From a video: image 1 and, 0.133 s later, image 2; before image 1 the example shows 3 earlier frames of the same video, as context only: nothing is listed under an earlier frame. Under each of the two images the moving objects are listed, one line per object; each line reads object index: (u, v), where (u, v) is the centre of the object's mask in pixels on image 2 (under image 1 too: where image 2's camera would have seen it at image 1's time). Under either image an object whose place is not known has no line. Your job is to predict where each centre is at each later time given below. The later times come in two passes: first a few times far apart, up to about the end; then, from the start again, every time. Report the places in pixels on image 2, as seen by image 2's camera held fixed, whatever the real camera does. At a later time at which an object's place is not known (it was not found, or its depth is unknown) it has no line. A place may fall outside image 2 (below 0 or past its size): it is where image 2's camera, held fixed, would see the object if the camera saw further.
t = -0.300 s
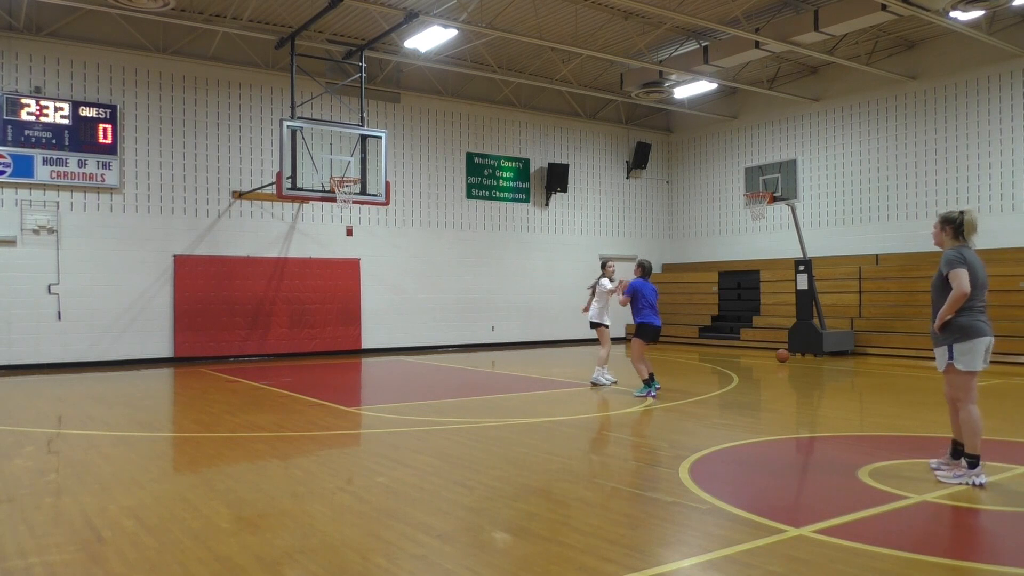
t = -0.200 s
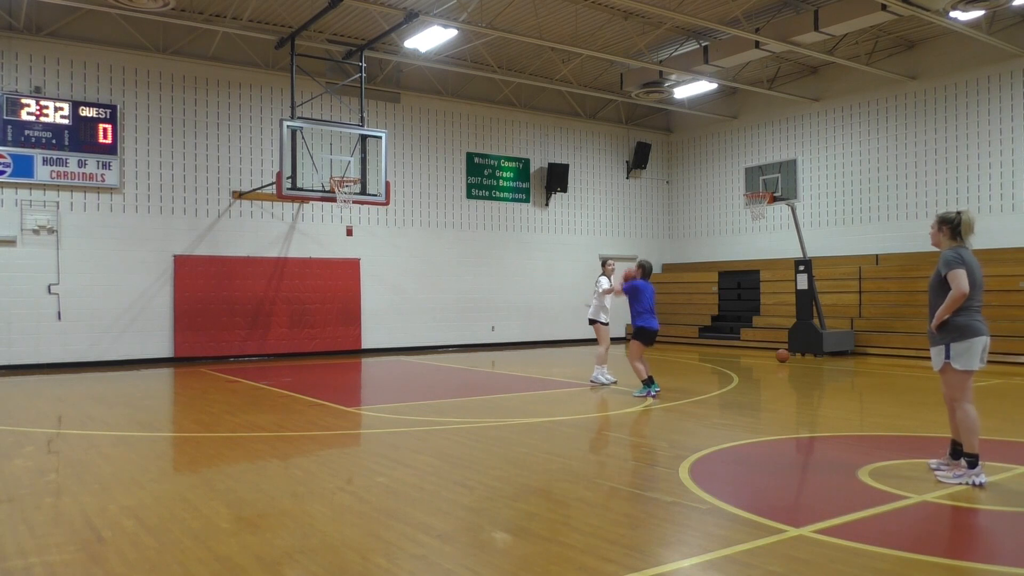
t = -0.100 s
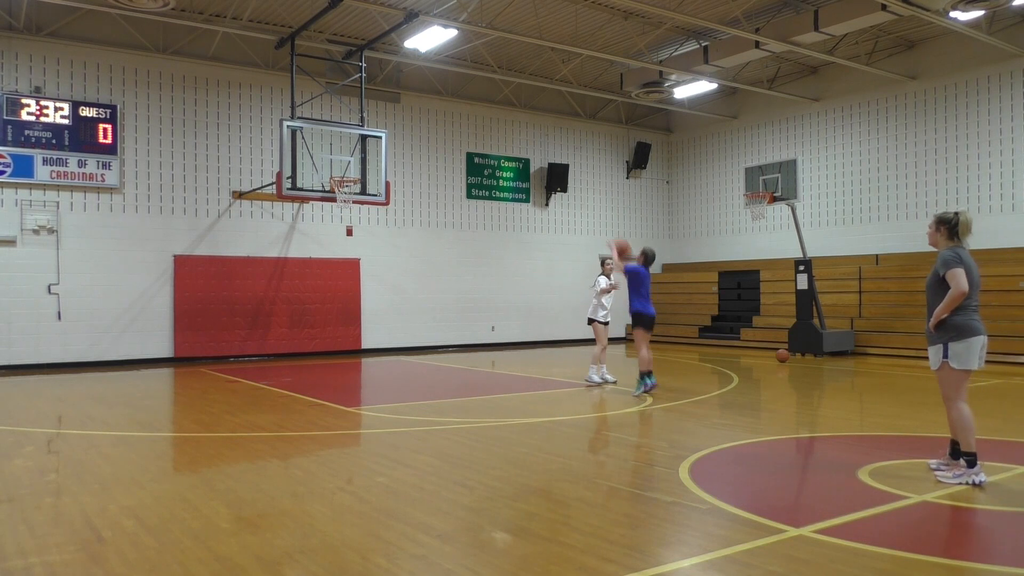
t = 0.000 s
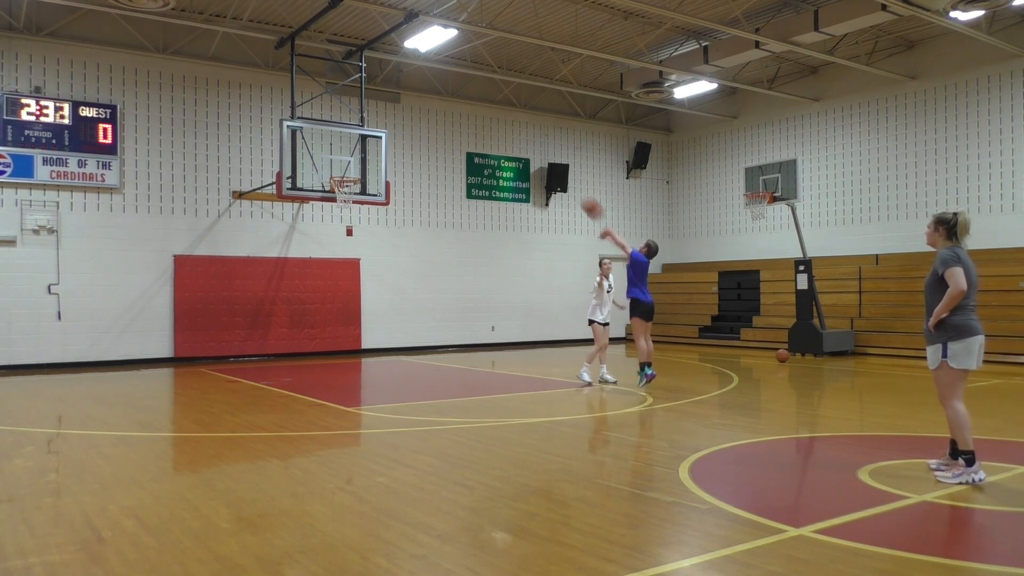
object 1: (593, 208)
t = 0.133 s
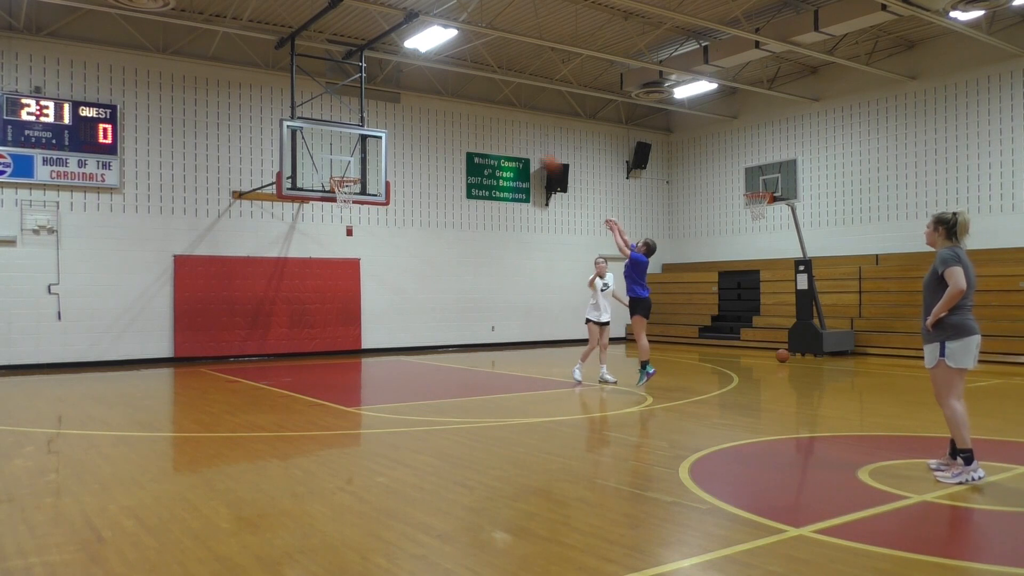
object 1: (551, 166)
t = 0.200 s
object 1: (530, 148)
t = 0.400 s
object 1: (476, 122)
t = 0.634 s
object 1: (423, 128)
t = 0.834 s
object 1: (382, 159)
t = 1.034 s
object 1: (387, 202)
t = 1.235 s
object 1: (422, 260)
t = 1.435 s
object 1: (454, 336)
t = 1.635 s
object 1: (482, 314)
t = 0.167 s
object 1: (540, 155)
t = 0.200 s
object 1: (530, 148)
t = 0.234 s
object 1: (520, 142)
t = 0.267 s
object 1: (511, 136)
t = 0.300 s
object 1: (501, 131)
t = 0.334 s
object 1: (493, 127)
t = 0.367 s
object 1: (485, 124)
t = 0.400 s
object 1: (476, 122)
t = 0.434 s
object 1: (468, 120)
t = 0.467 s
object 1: (460, 120)
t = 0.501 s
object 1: (452, 120)
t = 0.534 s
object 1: (445, 121)
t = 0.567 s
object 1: (437, 122)
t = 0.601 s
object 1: (430, 125)
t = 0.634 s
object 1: (423, 128)
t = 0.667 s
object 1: (416, 132)
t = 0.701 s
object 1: (409, 136)
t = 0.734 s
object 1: (402, 141)
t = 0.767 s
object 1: (396, 146)
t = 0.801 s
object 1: (389, 152)
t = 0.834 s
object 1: (382, 159)
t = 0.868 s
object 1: (376, 167)
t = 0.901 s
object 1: (370, 175)
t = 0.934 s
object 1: (369, 181)
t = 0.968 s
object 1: (374, 188)
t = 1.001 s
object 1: (380, 194)
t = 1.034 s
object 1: (387, 202)
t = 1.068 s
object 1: (393, 212)
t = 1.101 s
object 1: (399, 220)
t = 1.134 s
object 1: (405, 228)
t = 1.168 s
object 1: (411, 239)
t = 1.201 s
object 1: (417, 249)
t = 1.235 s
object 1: (422, 260)
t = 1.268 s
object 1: (428, 271)
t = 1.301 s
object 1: (433, 284)
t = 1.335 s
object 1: (439, 296)
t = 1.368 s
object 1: (444, 309)
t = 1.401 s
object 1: (449, 322)
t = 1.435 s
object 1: (454, 336)
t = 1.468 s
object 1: (460, 352)
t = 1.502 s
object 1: (464, 355)
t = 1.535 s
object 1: (469, 343)
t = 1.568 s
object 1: (473, 333)
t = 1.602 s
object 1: (478, 323)
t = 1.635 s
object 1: (482, 314)
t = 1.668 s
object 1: (486, 306)
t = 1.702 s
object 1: (491, 298)
